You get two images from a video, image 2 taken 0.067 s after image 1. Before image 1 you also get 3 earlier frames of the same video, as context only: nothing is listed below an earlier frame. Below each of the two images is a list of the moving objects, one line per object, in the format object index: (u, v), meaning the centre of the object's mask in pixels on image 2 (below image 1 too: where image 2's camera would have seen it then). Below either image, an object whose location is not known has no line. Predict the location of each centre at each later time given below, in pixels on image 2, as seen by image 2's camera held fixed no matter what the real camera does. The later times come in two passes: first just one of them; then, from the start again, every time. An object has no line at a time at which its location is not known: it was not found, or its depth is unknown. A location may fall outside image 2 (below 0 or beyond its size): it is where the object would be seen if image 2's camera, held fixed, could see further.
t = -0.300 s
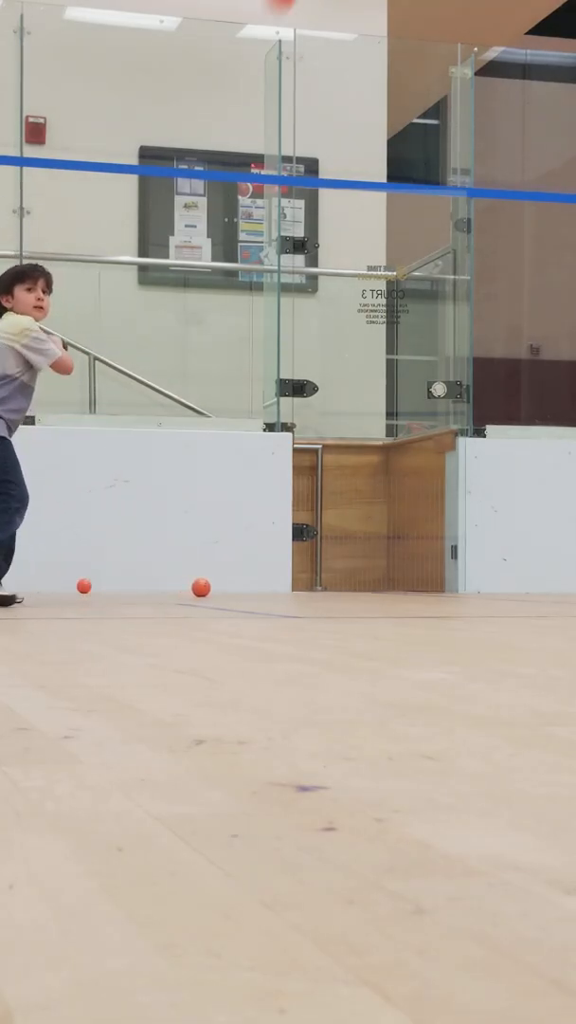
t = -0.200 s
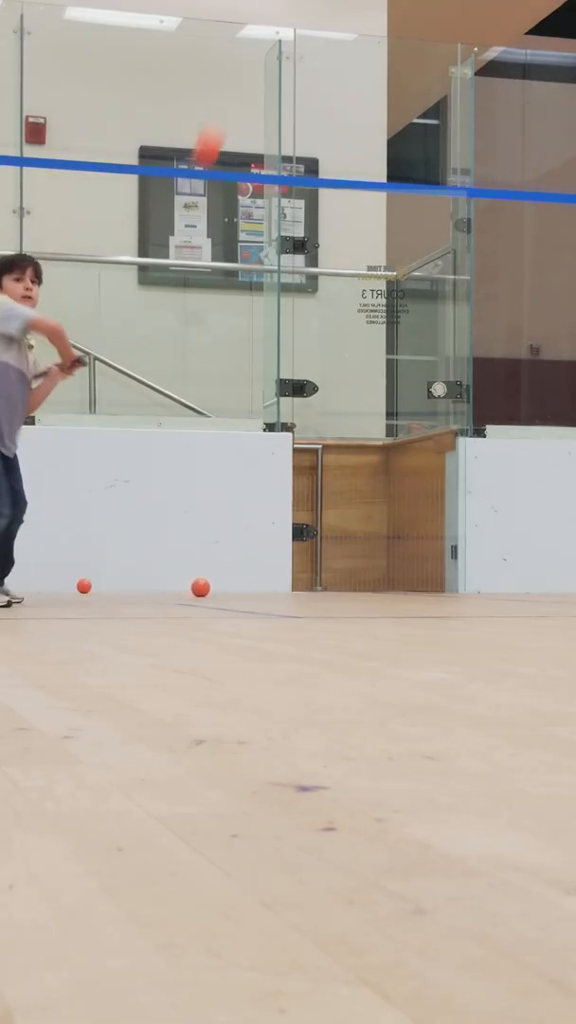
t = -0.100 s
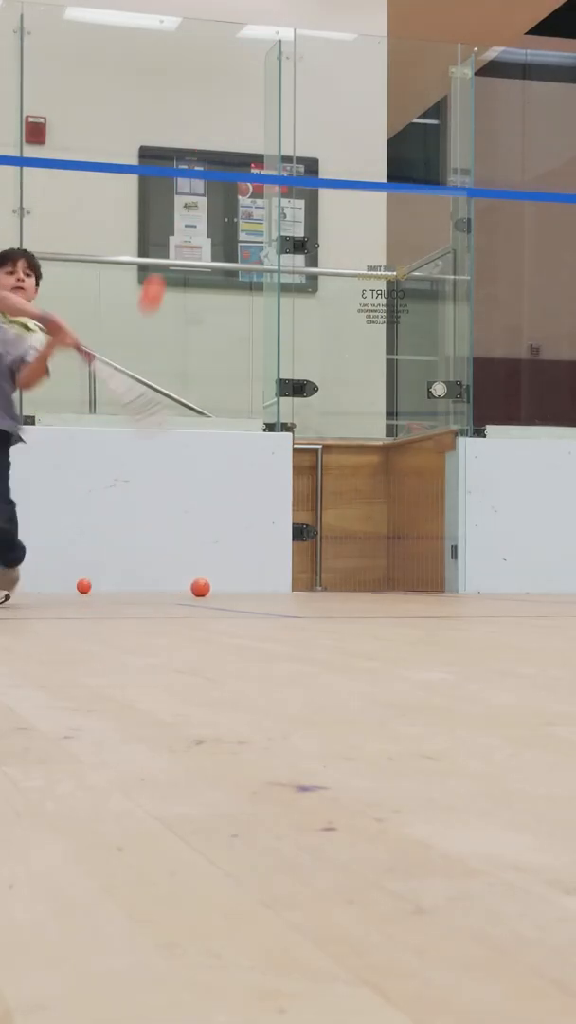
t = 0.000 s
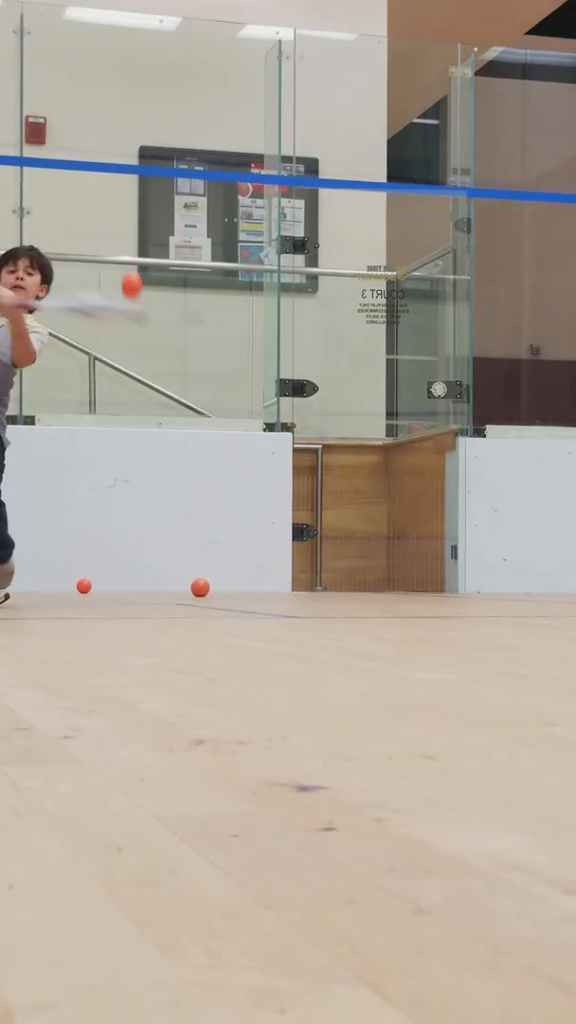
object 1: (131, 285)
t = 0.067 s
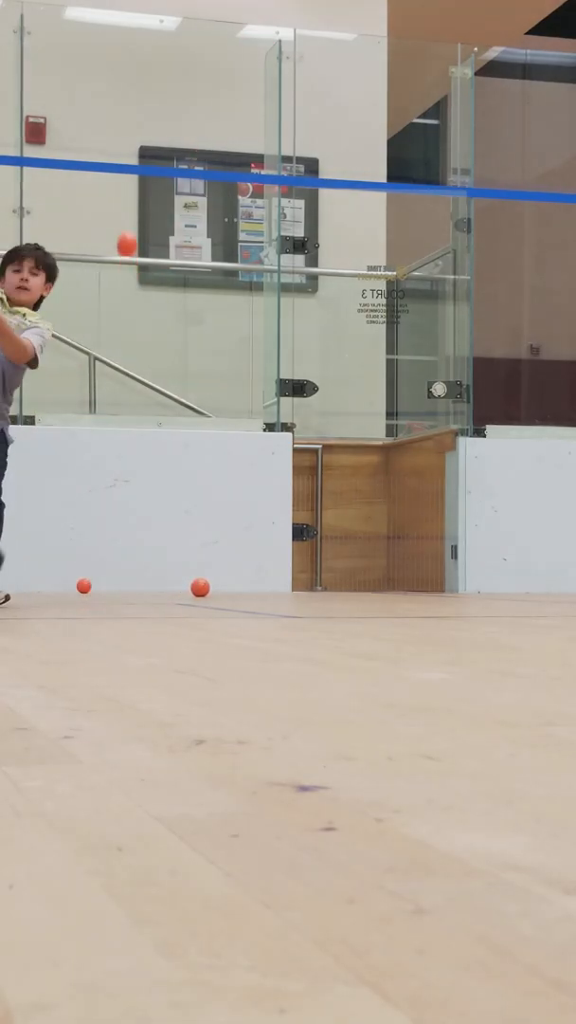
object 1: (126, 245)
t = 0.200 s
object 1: (117, 205)
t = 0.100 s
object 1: (124, 229)
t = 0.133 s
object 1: (122, 217)
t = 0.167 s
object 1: (120, 210)
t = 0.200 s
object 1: (117, 205)
